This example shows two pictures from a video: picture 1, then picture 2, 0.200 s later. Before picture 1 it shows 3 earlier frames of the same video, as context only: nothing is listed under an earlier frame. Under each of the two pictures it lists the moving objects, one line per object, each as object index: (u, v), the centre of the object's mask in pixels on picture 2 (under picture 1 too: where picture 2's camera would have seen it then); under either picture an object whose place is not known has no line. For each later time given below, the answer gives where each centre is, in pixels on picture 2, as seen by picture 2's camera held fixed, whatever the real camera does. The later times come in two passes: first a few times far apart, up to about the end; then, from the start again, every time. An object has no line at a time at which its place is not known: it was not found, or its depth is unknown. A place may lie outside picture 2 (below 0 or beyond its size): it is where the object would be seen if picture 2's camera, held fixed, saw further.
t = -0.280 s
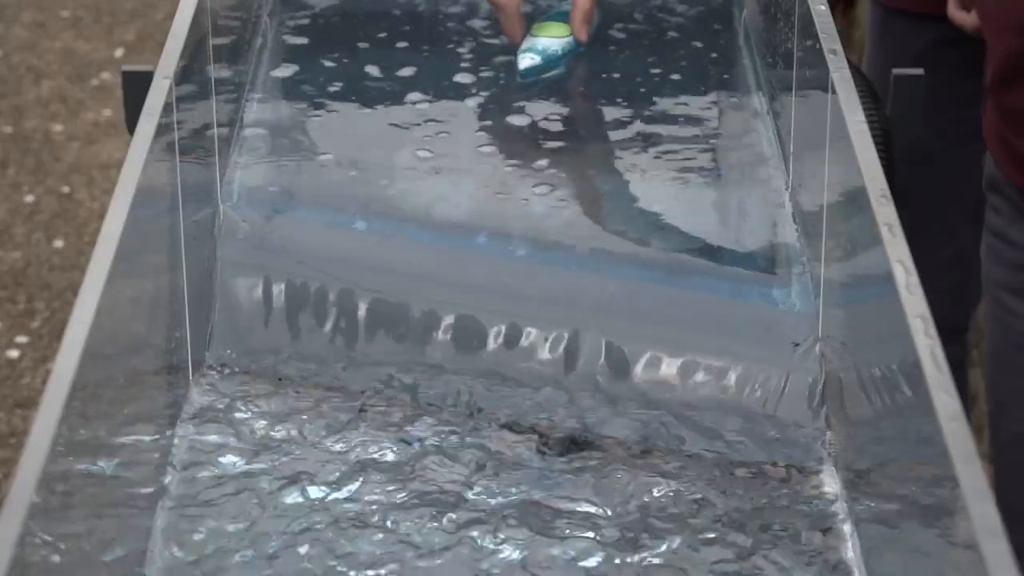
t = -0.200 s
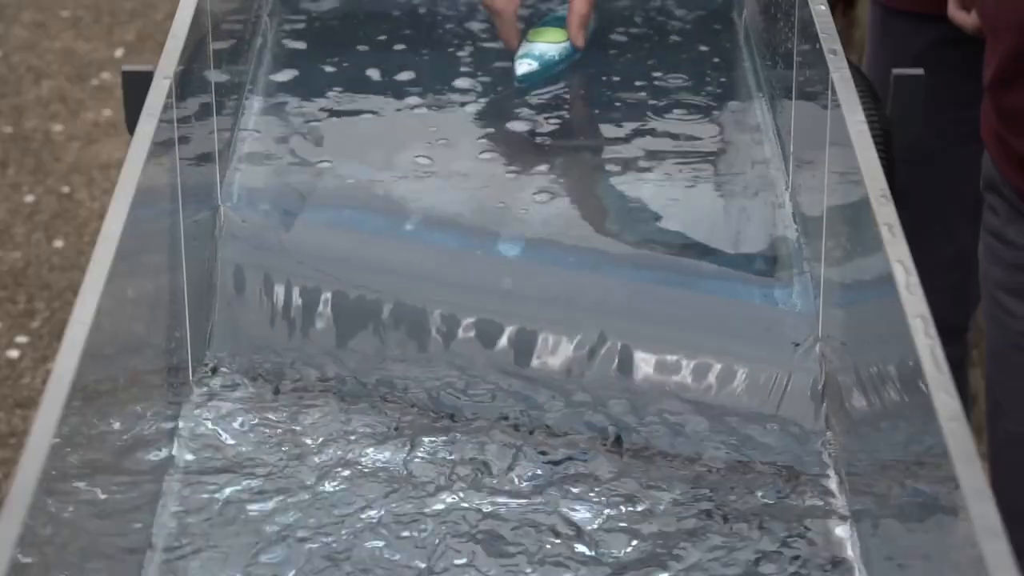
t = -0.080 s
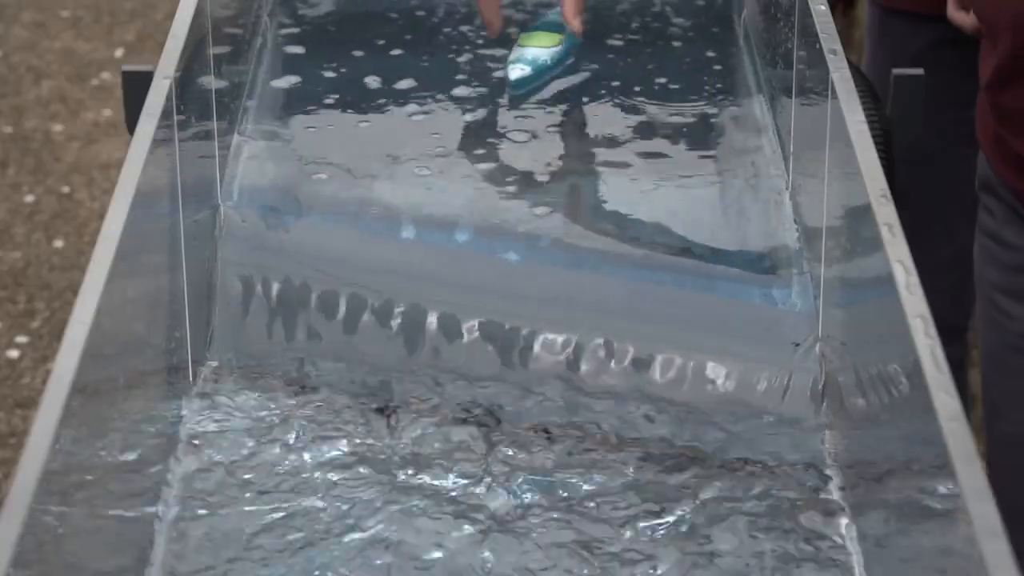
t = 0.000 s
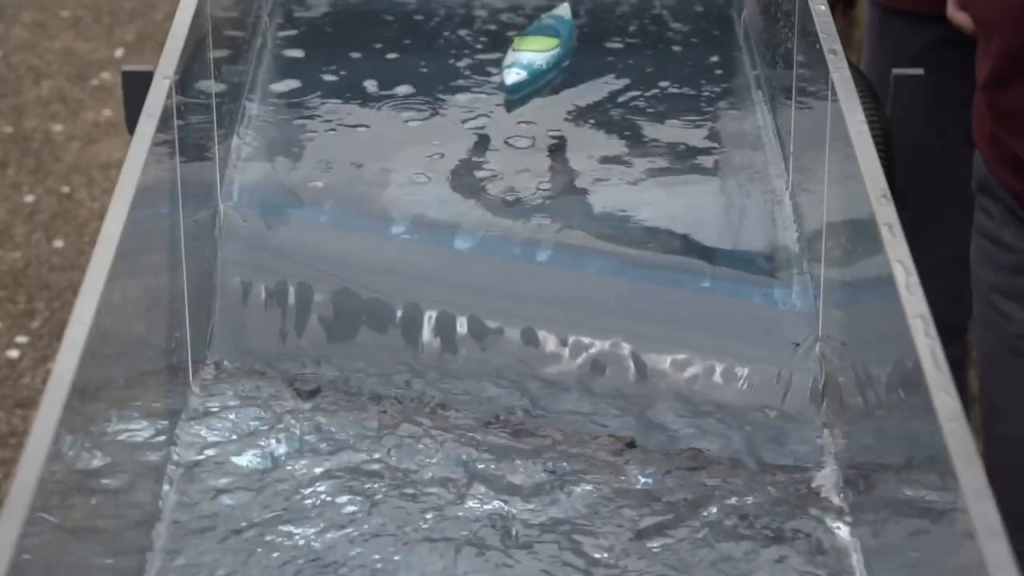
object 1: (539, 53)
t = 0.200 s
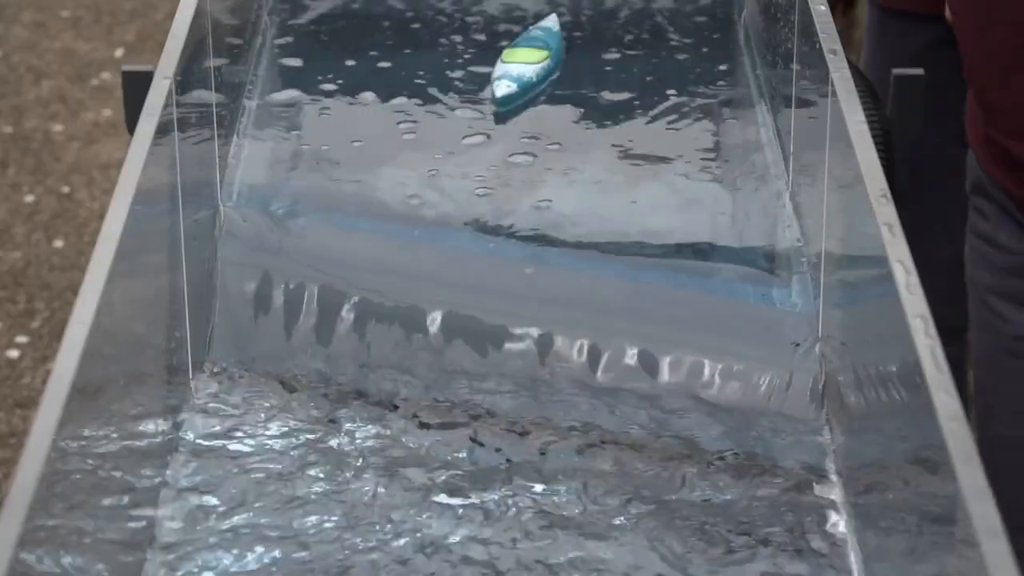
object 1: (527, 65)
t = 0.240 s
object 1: (526, 67)
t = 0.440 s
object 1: (520, 76)
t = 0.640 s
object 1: (514, 89)
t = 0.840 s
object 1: (509, 101)
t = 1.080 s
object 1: (505, 114)
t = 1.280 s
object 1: (504, 126)
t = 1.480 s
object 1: (501, 138)
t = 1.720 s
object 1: (500, 155)
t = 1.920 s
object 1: (499, 166)
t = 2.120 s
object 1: (496, 185)
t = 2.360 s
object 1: (482, 218)
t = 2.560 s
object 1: (445, 293)
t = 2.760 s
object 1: (400, 364)
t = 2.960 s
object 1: (374, 422)
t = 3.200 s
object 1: (405, 441)
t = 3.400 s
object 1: (472, 437)
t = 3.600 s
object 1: (507, 412)
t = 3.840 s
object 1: (508, 390)
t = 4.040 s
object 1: (468, 383)
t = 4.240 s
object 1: (408, 381)
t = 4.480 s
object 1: (339, 366)
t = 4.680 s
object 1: (367, 371)
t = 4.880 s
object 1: (356, 372)
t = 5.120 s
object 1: (350, 370)
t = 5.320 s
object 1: (360, 369)
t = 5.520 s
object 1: (358, 370)
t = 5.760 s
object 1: (366, 370)
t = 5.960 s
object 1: (345, 371)
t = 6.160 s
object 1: (355, 368)
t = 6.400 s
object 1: (352, 371)
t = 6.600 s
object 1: (347, 373)
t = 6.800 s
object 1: (358, 375)
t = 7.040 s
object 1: (363, 373)
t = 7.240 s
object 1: (365, 375)
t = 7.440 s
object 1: (346, 371)
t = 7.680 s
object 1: (352, 370)
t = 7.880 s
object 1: (351, 373)
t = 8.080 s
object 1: (345, 371)
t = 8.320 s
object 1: (351, 372)
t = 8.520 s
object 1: (358, 374)
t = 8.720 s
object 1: (355, 374)
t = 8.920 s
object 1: (359, 373)
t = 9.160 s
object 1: (340, 368)
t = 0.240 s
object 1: (526, 67)
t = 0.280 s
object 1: (525, 69)
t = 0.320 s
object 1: (523, 72)
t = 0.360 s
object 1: (522, 72)
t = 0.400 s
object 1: (521, 74)
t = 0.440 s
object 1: (520, 76)
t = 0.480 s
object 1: (519, 79)
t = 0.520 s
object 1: (517, 81)
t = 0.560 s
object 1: (516, 84)
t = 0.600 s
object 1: (515, 86)
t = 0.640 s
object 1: (514, 89)
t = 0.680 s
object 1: (513, 91)
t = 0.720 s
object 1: (512, 93)
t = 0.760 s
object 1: (511, 96)
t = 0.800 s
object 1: (510, 98)
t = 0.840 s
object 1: (509, 101)
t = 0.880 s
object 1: (509, 102)
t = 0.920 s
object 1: (508, 104)
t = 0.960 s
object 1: (507, 107)
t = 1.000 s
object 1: (507, 110)
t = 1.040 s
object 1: (506, 112)
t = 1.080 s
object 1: (505, 114)
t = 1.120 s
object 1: (505, 117)
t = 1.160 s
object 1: (505, 120)
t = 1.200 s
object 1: (504, 122)
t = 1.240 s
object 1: (504, 124)
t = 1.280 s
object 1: (504, 126)
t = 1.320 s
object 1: (503, 128)
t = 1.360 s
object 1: (503, 131)
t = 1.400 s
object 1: (502, 134)
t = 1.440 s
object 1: (501, 136)
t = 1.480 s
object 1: (501, 138)
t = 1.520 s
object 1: (501, 141)
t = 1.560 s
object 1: (501, 144)
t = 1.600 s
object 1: (501, 147)
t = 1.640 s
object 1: (501, 150)
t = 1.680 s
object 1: (501, 151)
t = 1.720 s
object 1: (500, 155)
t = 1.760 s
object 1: (500, 156)
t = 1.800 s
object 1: (500, 158)
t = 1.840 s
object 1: (499, 161)
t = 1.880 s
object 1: (499, 165)
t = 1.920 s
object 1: (499, 166)
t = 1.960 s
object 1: (499, 170)
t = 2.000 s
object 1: (499, 174)
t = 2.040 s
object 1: (498, 177)
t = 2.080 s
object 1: (497, 180)
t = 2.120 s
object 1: (496, 185)
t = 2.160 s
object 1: (495, 191)
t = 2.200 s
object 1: (493, 195)
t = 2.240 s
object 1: (491, 200)
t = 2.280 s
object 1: (488, 206)
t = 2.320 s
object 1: (485, 212)
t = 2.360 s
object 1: (482, 218)
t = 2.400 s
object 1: (478, 227)
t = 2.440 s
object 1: (472, 239)
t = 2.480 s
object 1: (465, 254)
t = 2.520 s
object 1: (456, 269)
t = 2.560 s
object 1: (445, 293)
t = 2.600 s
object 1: (436, 318)
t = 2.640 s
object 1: (426, 337)
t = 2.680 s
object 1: (416, 350)
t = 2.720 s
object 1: (407, 357)
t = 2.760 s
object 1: (400, 364)
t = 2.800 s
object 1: (395, 372)
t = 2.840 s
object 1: (389, 387)
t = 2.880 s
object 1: (383, 401)
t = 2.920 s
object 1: (377, 414)
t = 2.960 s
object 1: (374, 422)
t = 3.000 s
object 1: (374, 426)
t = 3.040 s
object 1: (376, 427)
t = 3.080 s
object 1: (379, 430)
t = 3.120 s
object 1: (385, 435)
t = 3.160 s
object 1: (394, 439)
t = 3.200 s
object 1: (405, 441)
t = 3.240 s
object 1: (418, 443)
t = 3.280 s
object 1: (432, 440)
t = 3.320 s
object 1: (446, 437)
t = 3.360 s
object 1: (460, 439)
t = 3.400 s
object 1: (472, 437)
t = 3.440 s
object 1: (481, 432)
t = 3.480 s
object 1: (487, 425)
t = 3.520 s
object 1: (495, 420)
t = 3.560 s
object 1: (504, 418)
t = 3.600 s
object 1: (507, 412)
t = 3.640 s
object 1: (510, 410)
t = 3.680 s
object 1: (512, 404)
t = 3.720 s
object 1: (514, 400)
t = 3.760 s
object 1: (516, 396)
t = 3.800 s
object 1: (515, 393)
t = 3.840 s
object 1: (508, 390)
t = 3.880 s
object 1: (503, 385)
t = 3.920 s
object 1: (499, 383)
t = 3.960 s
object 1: (488, 384)
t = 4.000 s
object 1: (477, 386)
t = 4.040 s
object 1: (468, 383)
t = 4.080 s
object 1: (456, 384)
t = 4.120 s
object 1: (446, 386)
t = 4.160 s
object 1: (435, 383)
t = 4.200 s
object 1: (419, 381)
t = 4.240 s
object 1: (408, 381)
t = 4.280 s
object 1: (402, 379)
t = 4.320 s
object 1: (392, 375)
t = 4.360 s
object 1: (384, 372)
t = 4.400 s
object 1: (367, 373)
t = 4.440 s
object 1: (352, 371)
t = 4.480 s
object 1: (339, 366)
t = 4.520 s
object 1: (345, 368)
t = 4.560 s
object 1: (360, 371)
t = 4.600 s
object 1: (366, 372)
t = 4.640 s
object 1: (365, 372)
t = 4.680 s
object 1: (367, 371)
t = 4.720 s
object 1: (366, 371)
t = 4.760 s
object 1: (359, 372)
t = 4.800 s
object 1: (355, 369)
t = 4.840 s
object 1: (354, 369)
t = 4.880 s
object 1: (356, 372)
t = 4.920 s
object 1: (350, 373)
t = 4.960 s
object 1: (347, 370)
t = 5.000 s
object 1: (342, 369)
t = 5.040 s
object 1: (349, 369)
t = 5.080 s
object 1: (352, 371)
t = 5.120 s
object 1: (350, 370)
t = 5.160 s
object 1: (349, 368)
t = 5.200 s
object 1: (360, 369)
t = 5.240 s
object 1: (361, 369)
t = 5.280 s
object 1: (356, 370)
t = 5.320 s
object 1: (360, 369)
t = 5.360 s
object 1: (365, 368)
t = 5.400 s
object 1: (365, 369)
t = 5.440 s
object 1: (355, 369)
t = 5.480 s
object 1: (354, 369)
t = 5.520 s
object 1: (358, 370)
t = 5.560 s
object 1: (360, 369)
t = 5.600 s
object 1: (358, 369)
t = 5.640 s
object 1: (356, 370)
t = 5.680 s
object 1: (355, 369)
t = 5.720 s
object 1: (358, 368)
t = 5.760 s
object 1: (366, 370)
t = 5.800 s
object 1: (353, 368)
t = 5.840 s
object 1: (348, 368)
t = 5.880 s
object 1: (351, 370)
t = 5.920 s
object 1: (345, 371)
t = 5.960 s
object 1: (345, 371)
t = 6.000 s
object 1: (349, 370)
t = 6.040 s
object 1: (358, 372)
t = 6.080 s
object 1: (358, 373)
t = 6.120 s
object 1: (351, 369)
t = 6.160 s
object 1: (355, 368)
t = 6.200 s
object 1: (358, 369)
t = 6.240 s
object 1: (355, 372)
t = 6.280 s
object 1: (339, 371)
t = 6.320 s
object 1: (346, 369)
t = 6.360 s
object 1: (357, 370)
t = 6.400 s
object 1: (352, 371)
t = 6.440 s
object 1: (343, 372)
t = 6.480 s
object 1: (350, 372)
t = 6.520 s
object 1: (346, 370)
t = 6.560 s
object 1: (344, 371)
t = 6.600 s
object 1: (347, 373)
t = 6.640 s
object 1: (343, 375)
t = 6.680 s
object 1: (345, 374)
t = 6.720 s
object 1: (356, 375)
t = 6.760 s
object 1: (359, 377)
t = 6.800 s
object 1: (358, 375)
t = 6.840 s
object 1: (350, 375)
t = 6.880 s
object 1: (351, 374)
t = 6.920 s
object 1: (359, 376)
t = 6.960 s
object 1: (358, 375)
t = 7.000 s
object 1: (348, 373)
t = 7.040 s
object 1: (363, 373)
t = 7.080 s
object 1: (368, 375)
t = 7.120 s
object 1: (367, 374)
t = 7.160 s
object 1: (357, 374)
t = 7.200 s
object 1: (355, 375)
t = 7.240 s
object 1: (365, 375)
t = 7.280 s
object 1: (356, 373)
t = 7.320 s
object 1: (344, 371)
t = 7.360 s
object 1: (346, 372)
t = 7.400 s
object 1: (345, 373)
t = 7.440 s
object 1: (346, 371)
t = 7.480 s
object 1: (343, 370)
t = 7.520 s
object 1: (345, 371)
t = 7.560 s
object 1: (356, 375)
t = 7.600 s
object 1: (362, 374)
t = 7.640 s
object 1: (354, 372)
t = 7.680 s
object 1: (352, 370)
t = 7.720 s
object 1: (356, 370)
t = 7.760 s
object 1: (353, 371)
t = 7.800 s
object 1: (353, 369)
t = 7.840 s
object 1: (353, 370)
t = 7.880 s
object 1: (351, 373)
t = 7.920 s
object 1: (350, 372)
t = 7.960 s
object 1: (349, 370)
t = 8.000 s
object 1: (349, 369)
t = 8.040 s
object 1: (345, 369)
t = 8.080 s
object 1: (345, 371)
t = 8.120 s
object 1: (343, 369)
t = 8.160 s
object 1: (348, 370)
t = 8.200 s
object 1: (346, 370)
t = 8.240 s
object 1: (344, 372)
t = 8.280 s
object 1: (350, 372)
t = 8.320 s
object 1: (351, 372)
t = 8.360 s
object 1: (357, 372)
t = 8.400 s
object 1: (362, 375)
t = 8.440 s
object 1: (359, 377)
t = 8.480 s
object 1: (359, 375)
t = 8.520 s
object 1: (358, 374)
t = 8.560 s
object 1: (360, 374)
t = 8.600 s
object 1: (364, 377)
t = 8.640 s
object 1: (359, 378)
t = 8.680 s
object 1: (351, 374)
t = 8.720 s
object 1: (355, 374)
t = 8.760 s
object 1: (360, 375)
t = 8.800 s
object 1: (352, 375)
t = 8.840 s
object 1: (344, 372)
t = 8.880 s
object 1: (355, 373)
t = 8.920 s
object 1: (359, 373)
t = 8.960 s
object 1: (353, 372)
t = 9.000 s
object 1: (347, 370)
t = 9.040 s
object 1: (346, 370)
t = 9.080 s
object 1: (344, 370)
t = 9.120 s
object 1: (346, 369)
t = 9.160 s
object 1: (340, 368)
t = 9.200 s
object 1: (338, 370)
